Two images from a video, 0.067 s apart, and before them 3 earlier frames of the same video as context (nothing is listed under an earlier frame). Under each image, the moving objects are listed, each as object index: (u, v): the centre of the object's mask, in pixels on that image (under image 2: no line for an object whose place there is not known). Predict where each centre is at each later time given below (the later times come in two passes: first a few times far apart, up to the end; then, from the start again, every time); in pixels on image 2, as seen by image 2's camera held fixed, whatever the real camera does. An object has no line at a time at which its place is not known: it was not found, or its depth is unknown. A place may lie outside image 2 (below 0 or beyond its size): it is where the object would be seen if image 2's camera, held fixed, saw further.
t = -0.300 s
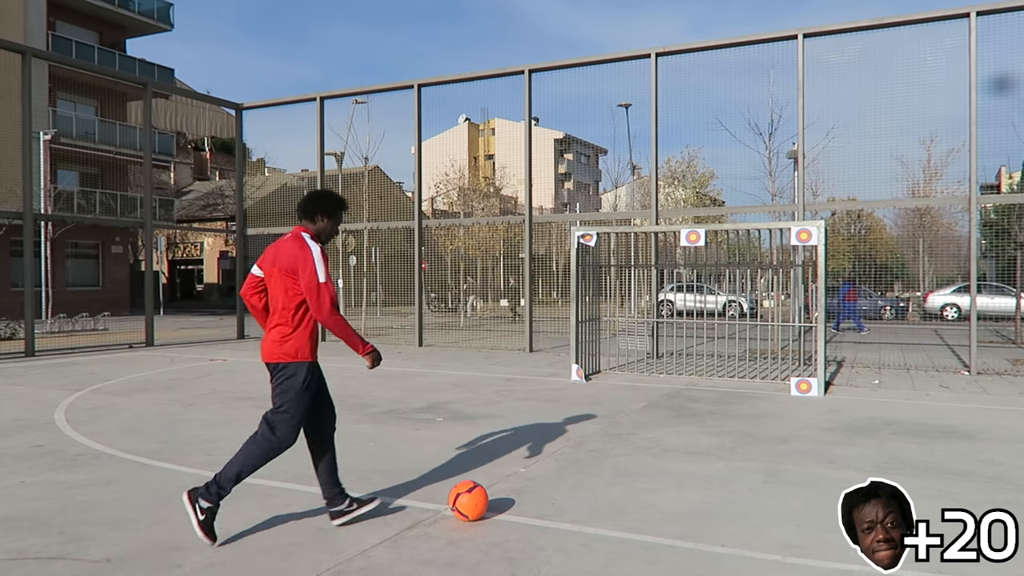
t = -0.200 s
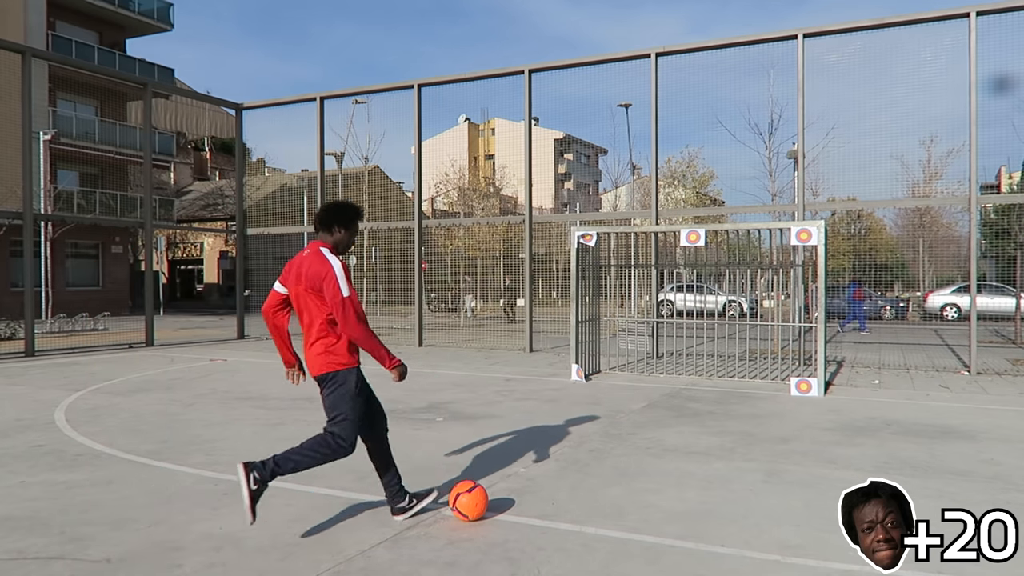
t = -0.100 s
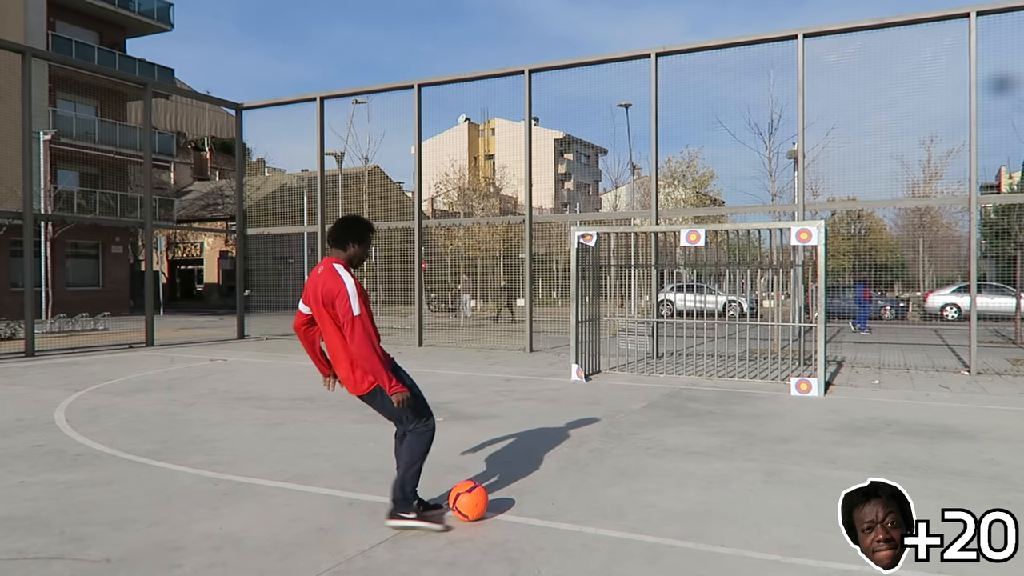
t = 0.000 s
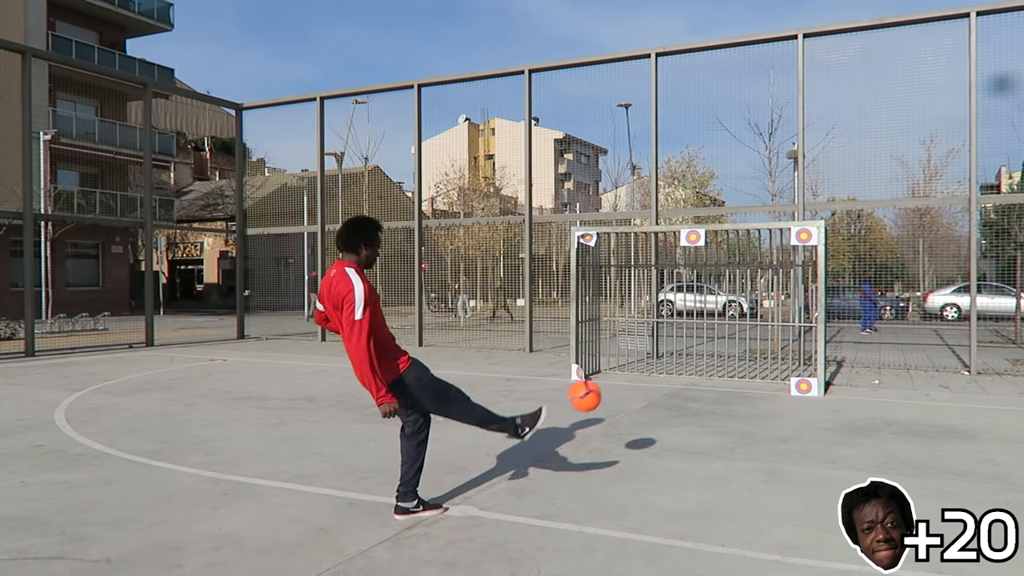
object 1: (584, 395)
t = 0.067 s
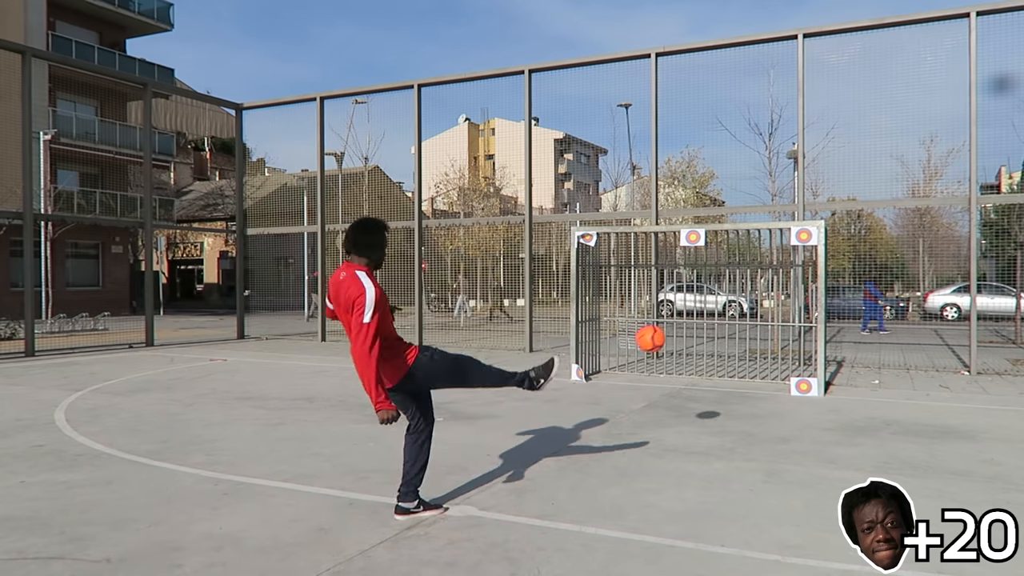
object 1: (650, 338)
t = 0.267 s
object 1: (765, 251)
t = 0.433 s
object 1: (810, 262)
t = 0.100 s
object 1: (676, 317)
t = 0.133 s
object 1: (699, 298)
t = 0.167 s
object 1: (718, 283)
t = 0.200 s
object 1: (736, 270)
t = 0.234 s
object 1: (751, 259)
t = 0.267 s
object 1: (765, 251)
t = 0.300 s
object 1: (777, 244)
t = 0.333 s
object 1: (787, 238)
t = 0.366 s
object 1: (798, 237)
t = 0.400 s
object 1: (805, 250)
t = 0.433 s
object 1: (810, 262)
